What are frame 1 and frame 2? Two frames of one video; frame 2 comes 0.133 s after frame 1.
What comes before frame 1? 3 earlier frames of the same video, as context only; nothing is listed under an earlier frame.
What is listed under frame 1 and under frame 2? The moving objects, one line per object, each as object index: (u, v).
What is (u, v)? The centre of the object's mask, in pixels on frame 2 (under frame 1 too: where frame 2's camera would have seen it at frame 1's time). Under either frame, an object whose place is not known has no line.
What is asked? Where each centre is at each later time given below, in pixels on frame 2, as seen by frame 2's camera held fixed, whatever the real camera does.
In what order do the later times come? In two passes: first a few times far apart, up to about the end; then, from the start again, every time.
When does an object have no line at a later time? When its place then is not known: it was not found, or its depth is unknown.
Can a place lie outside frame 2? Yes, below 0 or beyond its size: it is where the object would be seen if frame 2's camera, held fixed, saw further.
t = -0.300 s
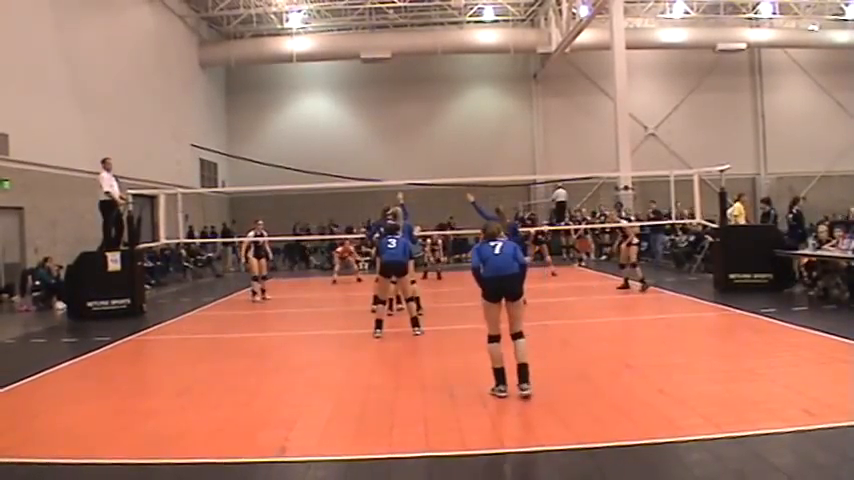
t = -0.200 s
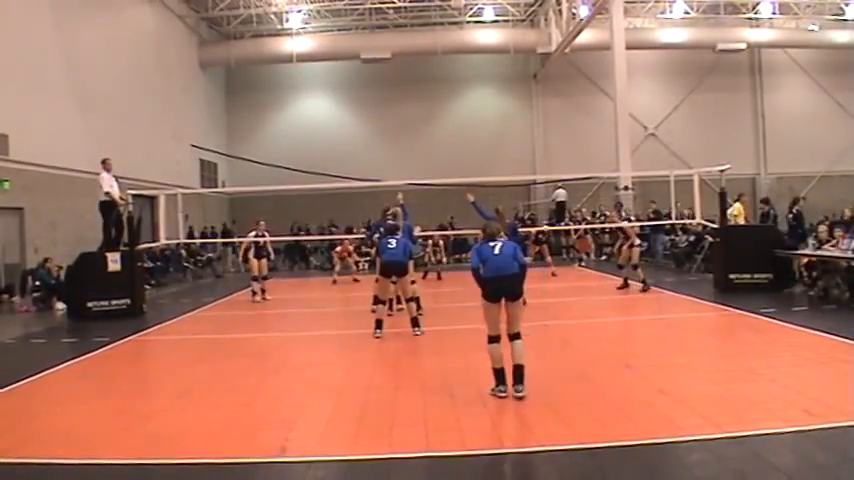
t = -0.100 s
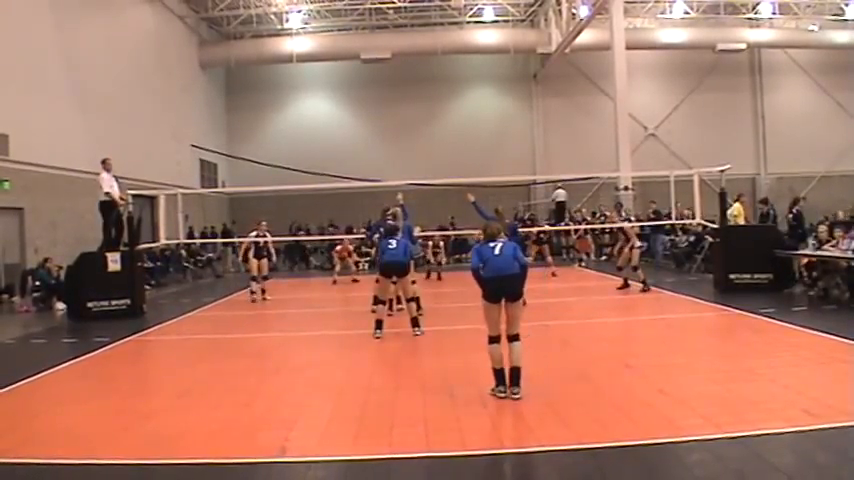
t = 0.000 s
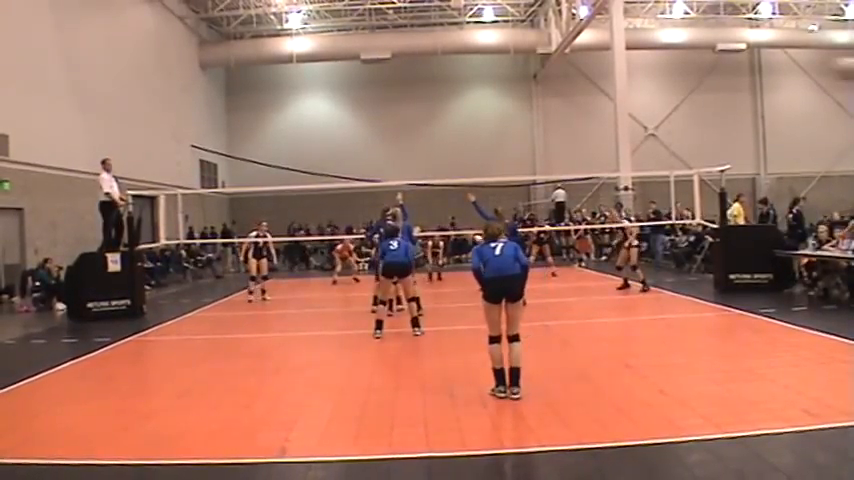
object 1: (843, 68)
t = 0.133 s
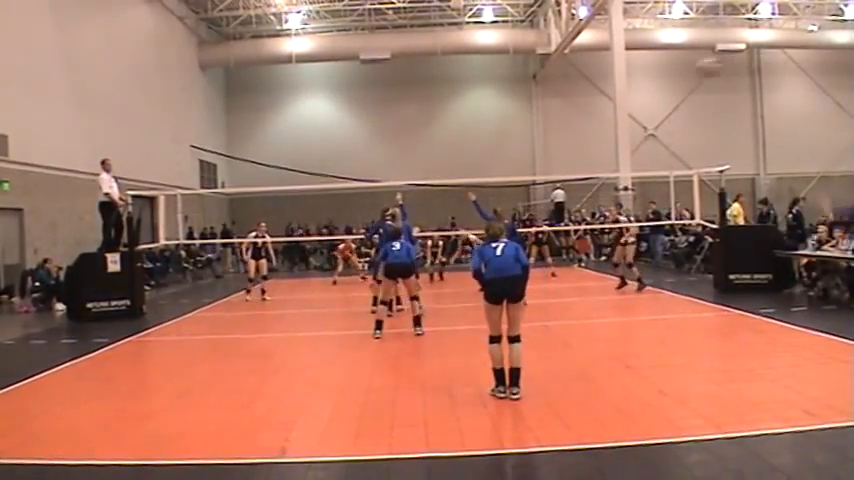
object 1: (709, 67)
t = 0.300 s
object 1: (606, 87)
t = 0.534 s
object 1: (531, 128)
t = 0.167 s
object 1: (682, 70)
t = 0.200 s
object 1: (661, 74)
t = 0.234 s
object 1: (640, 79)
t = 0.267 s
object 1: (624, 82)
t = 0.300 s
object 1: (606, 87)
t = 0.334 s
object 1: (595, 93)
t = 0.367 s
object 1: (581, 98)
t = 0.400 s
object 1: (569, 104)
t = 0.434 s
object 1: (558, 109)
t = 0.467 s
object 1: (548, 115)
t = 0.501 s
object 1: (540, 122)
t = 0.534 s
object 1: (531, 128)
